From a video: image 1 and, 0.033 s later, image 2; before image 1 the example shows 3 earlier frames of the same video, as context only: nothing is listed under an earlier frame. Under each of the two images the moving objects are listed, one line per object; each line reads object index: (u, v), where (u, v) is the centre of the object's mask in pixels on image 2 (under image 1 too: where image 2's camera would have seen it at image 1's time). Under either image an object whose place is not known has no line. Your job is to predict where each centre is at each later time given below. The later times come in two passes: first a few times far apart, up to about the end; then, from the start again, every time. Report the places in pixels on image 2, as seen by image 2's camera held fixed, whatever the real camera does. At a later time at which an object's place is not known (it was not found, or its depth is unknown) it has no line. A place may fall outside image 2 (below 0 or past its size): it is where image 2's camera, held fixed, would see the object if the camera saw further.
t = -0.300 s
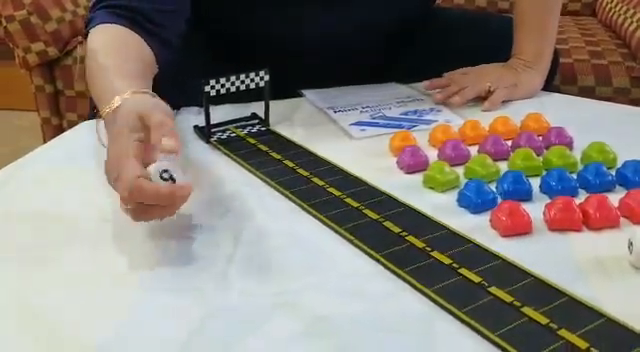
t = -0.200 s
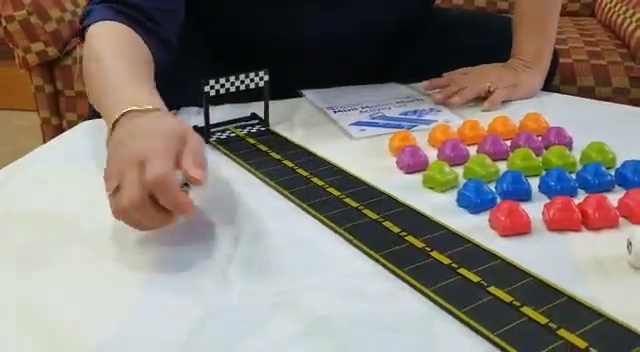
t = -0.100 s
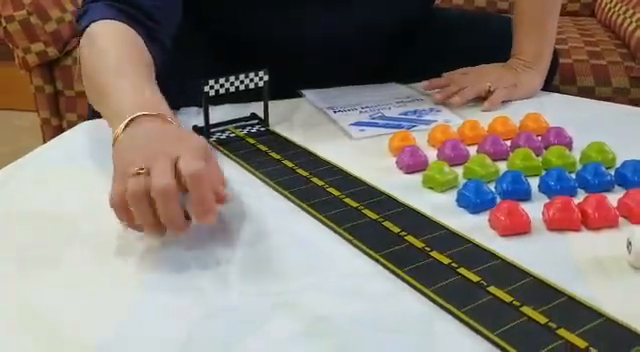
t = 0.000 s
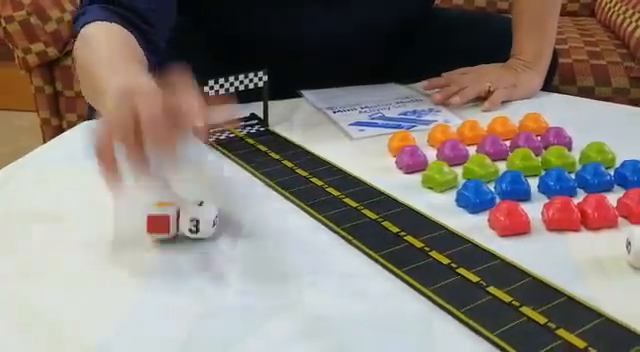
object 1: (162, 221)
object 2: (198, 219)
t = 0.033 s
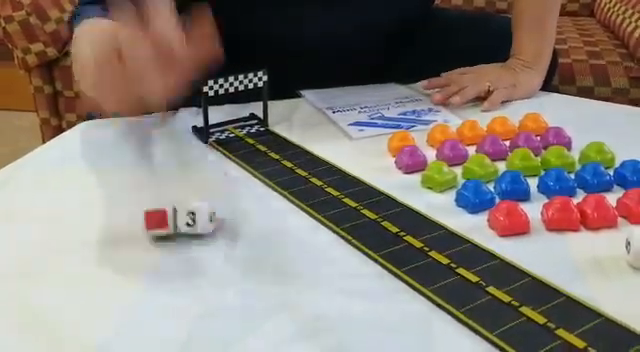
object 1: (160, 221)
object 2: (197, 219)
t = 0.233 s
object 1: (152, 220)
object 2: (194, 210)
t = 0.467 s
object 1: (160, 228)
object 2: (198, 209)
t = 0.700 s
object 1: (159, 225)
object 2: (198, 211)
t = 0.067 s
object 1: (156, 219)
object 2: (193, 216)
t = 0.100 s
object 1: (154, 219)
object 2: (192, 215)
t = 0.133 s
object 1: (153, 219)
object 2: (190, 213)
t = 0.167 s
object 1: (151, 219)
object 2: (190, 212)
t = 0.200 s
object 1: (151, 219)
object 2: (191, 211)
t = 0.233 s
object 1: (152, 220)
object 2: (194, 210)
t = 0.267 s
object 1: (152, 220)
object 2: (198, 210)
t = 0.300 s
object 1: (153, 220)
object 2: (202, 207)
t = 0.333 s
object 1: (154, 222)
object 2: (201, 209)
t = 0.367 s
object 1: (157, 225)
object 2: (196, 211)
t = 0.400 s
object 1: (159, 227)
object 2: (195, 211)
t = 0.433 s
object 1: (160, 228)
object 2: (198, 210)
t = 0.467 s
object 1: (160, 228)
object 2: (198, 209)
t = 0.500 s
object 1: (159, 227)
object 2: (197, 210)
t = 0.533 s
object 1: (159, 224)
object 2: (198, 211)
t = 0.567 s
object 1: (159, 224)
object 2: (198, 210)
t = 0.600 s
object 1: (159, 226)
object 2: (198, 211)
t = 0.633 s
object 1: (158, 227)
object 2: (198, 210)
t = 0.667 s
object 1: (159, 226)
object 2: (198, 210)
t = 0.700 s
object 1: (159, 225)
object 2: (198, 211)
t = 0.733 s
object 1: (159, 226)
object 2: (198, 211)
